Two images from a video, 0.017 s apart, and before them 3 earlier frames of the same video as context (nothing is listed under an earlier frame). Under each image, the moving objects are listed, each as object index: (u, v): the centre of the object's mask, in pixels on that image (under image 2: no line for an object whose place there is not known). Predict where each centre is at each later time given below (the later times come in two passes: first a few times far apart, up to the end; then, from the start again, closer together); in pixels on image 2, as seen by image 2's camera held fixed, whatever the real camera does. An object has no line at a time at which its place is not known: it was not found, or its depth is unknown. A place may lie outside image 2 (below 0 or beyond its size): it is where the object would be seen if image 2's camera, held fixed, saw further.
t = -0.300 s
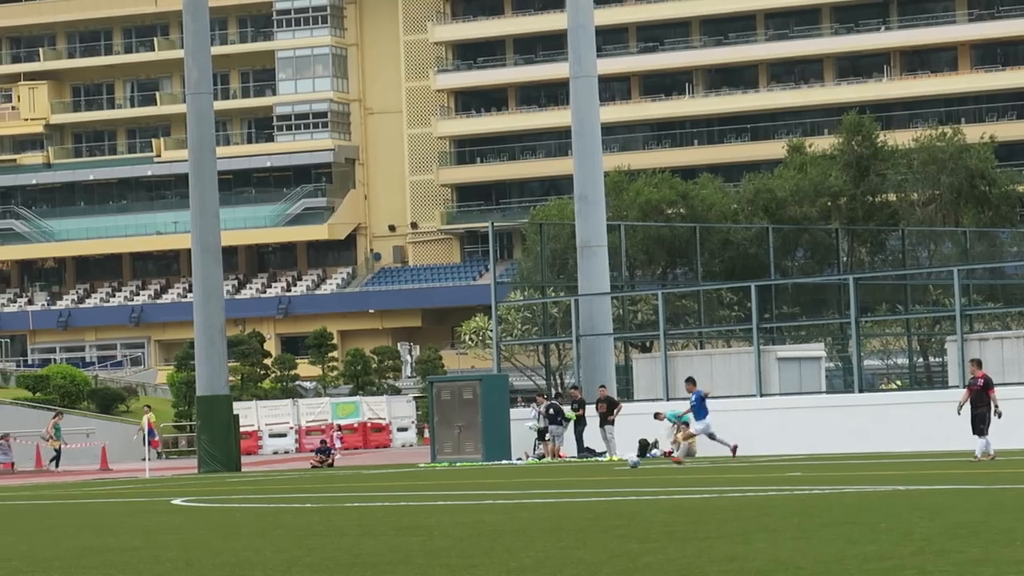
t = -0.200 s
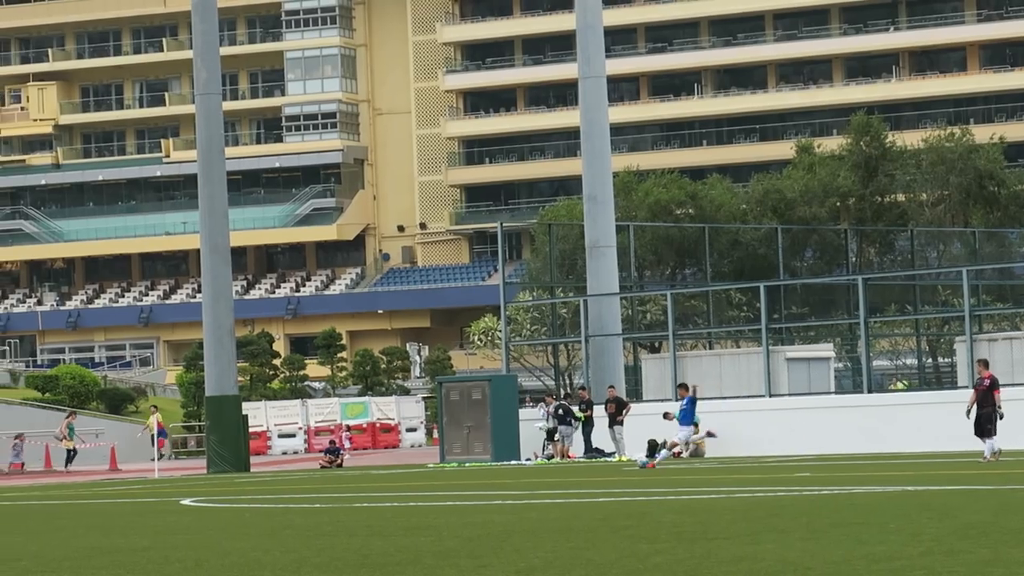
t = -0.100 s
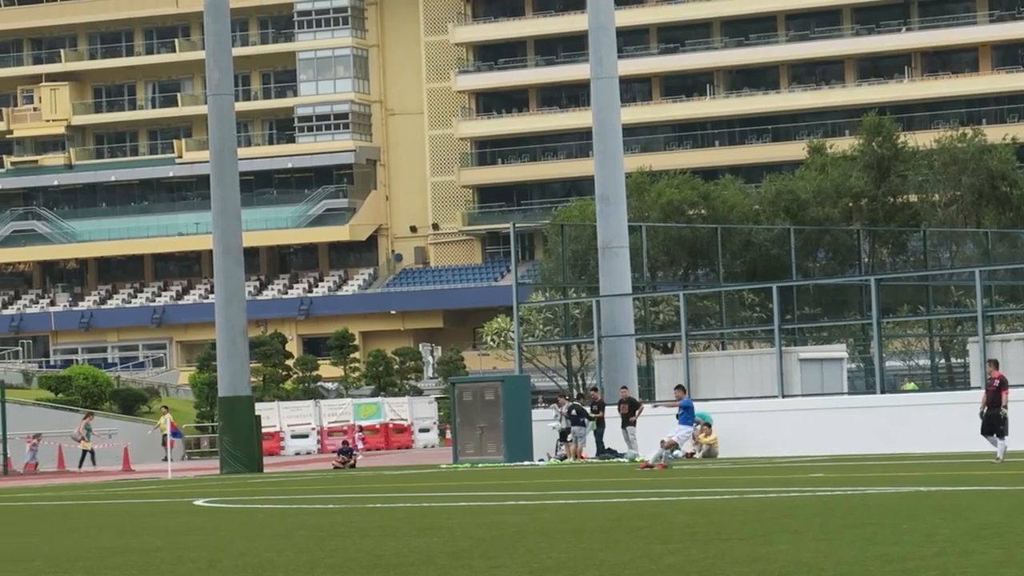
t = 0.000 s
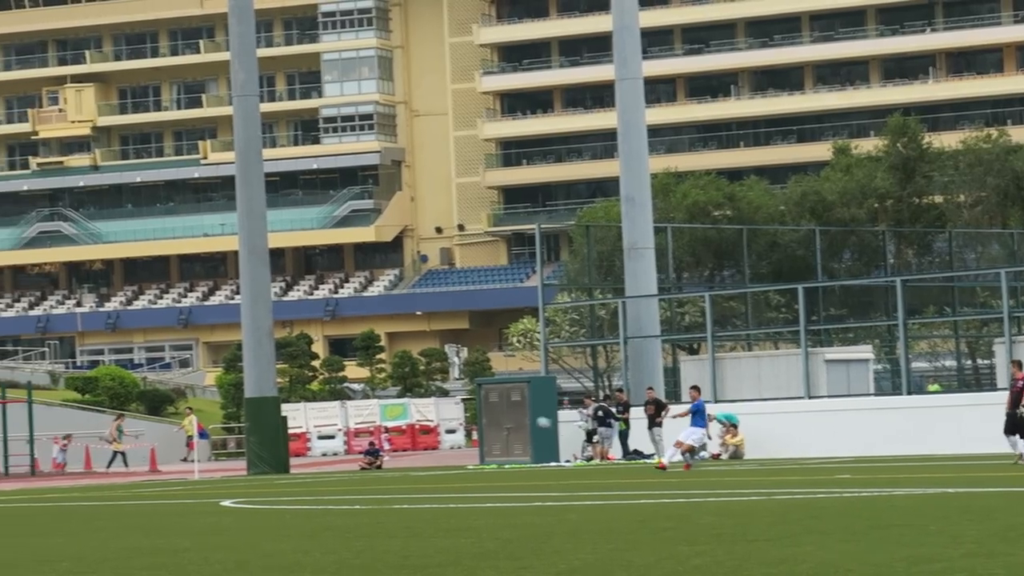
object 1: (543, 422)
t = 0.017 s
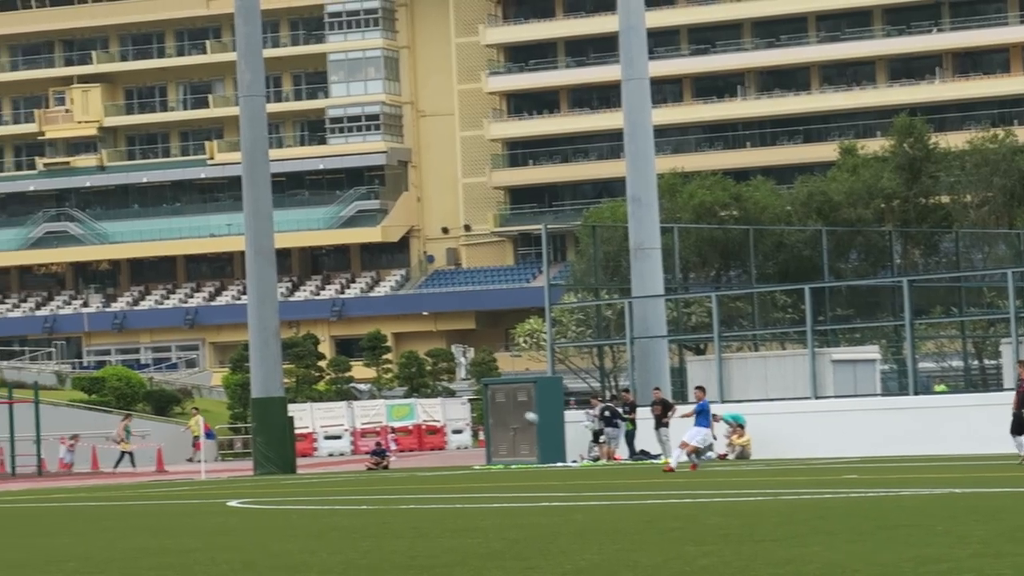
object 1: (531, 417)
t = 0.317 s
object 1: (168, 326)
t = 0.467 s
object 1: (-27, 279)
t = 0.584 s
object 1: (-179, 245)
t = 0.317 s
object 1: (168, 326)
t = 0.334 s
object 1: (146, 321)
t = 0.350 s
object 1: (125, 316)
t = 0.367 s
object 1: (103, 311)
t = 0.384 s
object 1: (81, 305)
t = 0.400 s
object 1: (60, 300)
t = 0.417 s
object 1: (38, 296)
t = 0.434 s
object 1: (17, 290)
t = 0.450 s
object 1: (-5, 285)
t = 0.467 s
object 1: (-27, 279)
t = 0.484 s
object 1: (-49, 274)
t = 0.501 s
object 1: (-71, 269)
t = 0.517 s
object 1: (-91, 264)
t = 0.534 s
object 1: (-113, 259)
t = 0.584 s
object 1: (-179, 245)
